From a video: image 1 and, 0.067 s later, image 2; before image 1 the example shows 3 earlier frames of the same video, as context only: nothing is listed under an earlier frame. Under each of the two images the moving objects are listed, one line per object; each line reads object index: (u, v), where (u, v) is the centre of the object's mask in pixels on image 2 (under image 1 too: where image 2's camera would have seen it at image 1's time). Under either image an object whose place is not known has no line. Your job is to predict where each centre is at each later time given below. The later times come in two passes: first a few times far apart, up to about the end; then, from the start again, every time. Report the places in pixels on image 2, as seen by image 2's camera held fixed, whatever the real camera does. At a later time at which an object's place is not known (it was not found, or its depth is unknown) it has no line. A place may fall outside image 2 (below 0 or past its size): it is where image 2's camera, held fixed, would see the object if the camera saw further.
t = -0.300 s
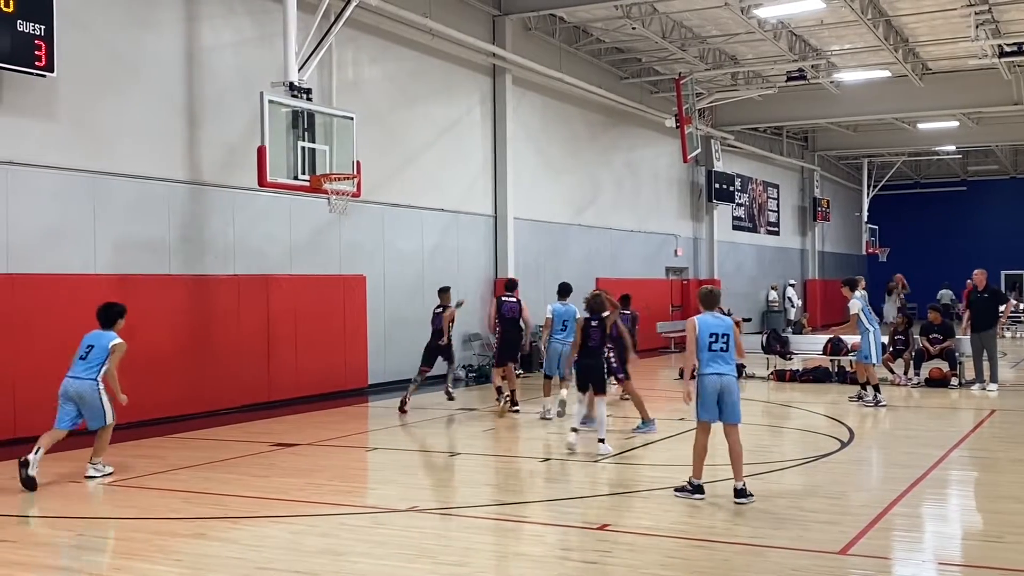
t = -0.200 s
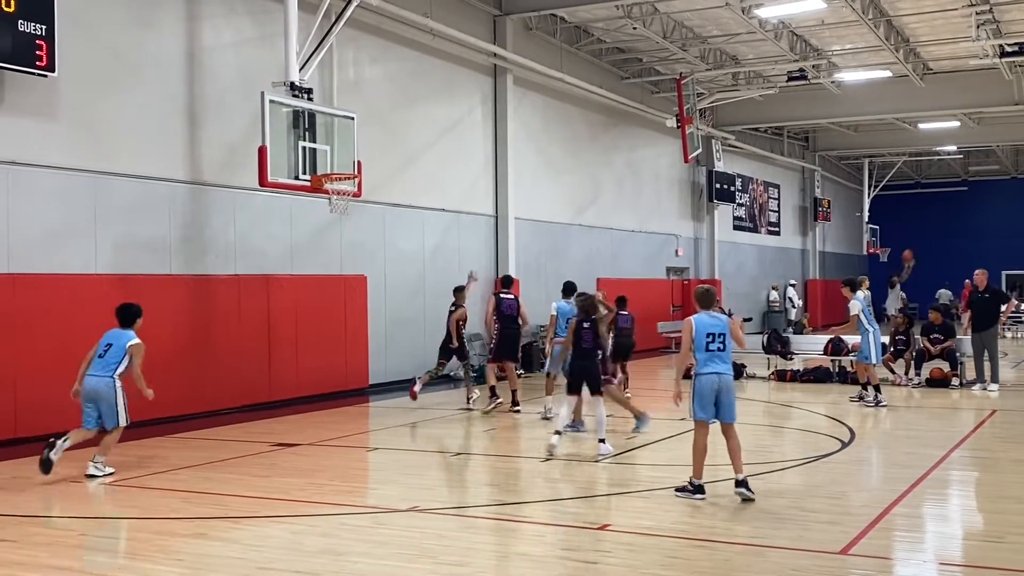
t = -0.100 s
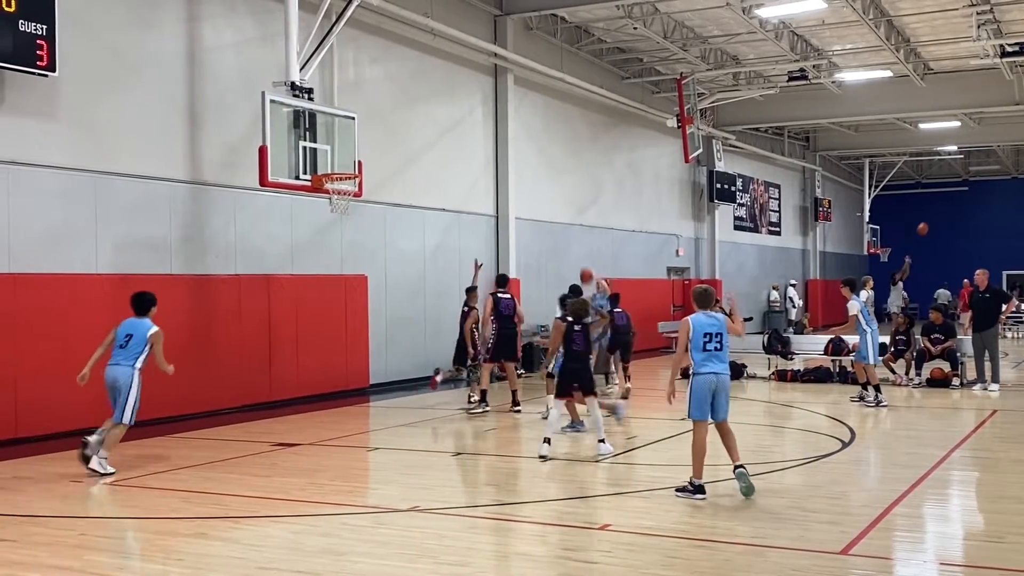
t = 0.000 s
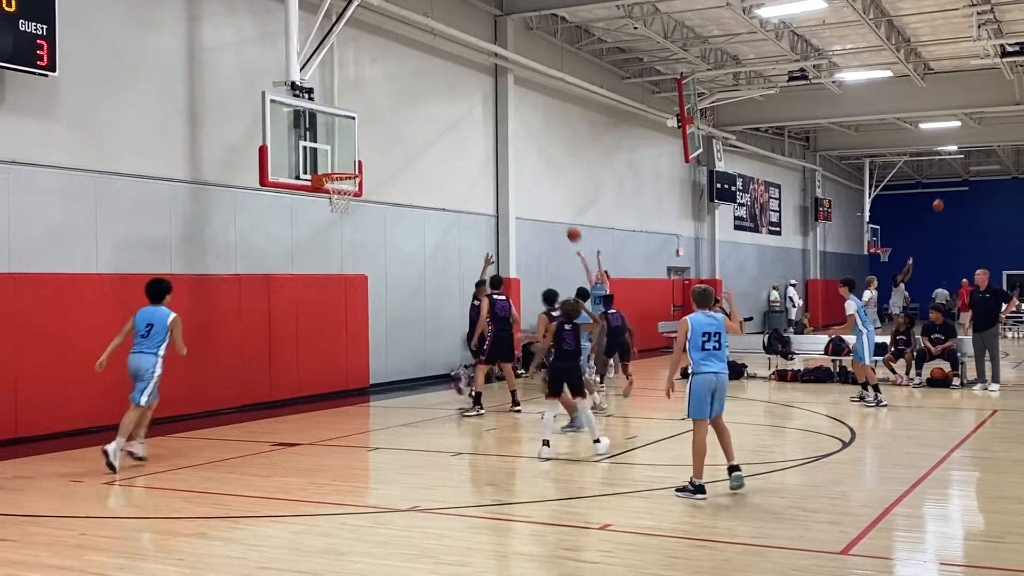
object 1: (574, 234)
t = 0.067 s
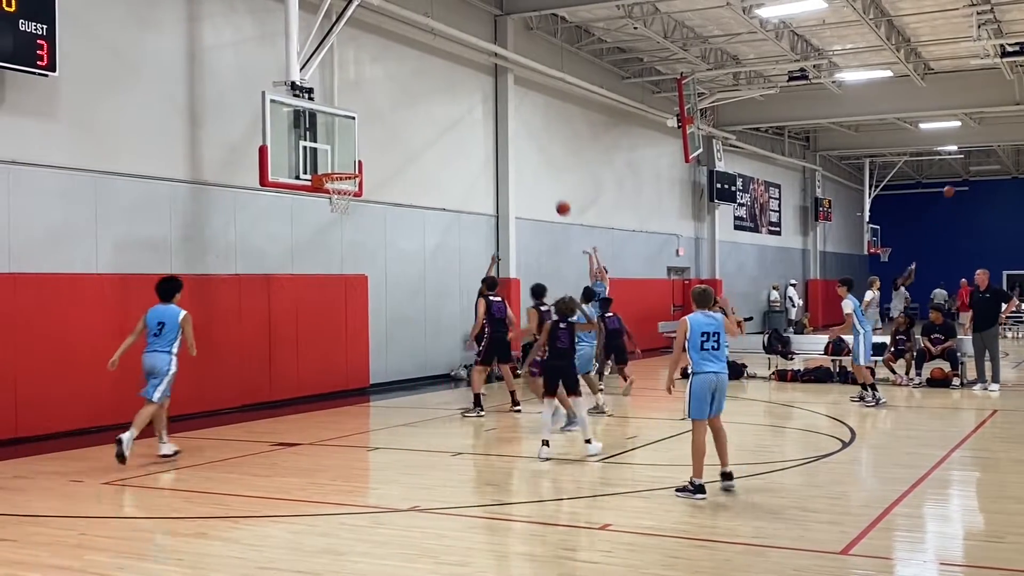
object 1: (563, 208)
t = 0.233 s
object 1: (535, 152)
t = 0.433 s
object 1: (500, 104)
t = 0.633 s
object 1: (462, 80)
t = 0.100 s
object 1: (557, 196)
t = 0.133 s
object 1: (552, 184)
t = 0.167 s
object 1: (546, 173)
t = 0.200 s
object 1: (541, 162)
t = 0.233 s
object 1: (535, 152)
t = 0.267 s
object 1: (529, 143)
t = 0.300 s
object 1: (523, 134)
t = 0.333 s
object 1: (518, 126)
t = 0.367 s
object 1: (512, 118)
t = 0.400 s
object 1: (506, 111)
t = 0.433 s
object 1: (500, 104)
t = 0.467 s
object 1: (493, 99)
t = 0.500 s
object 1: (487, 93)
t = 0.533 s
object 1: (481, 89)
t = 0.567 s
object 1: (475, 85)
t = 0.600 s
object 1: (468, 82)
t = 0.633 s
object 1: (462, 80)
